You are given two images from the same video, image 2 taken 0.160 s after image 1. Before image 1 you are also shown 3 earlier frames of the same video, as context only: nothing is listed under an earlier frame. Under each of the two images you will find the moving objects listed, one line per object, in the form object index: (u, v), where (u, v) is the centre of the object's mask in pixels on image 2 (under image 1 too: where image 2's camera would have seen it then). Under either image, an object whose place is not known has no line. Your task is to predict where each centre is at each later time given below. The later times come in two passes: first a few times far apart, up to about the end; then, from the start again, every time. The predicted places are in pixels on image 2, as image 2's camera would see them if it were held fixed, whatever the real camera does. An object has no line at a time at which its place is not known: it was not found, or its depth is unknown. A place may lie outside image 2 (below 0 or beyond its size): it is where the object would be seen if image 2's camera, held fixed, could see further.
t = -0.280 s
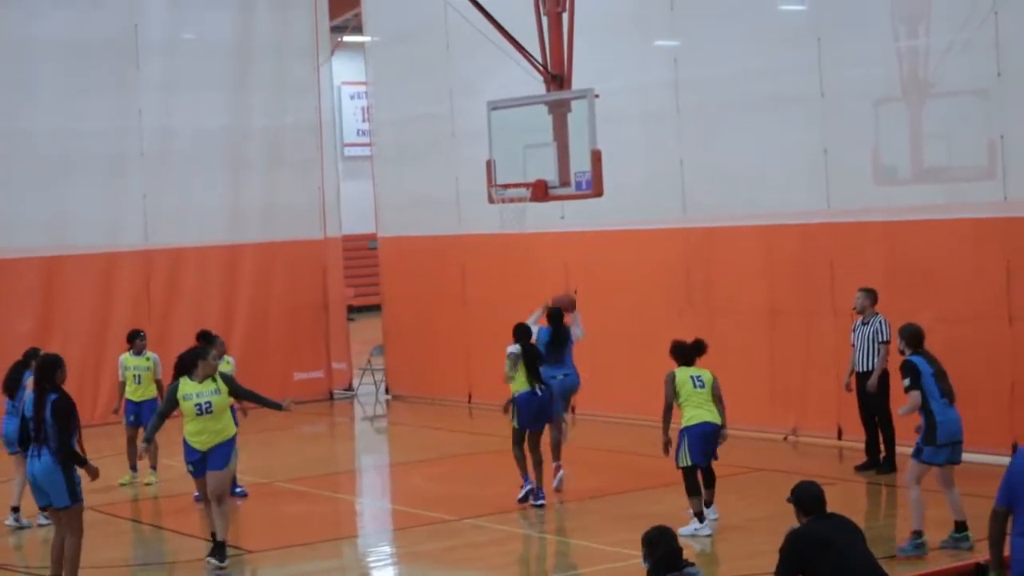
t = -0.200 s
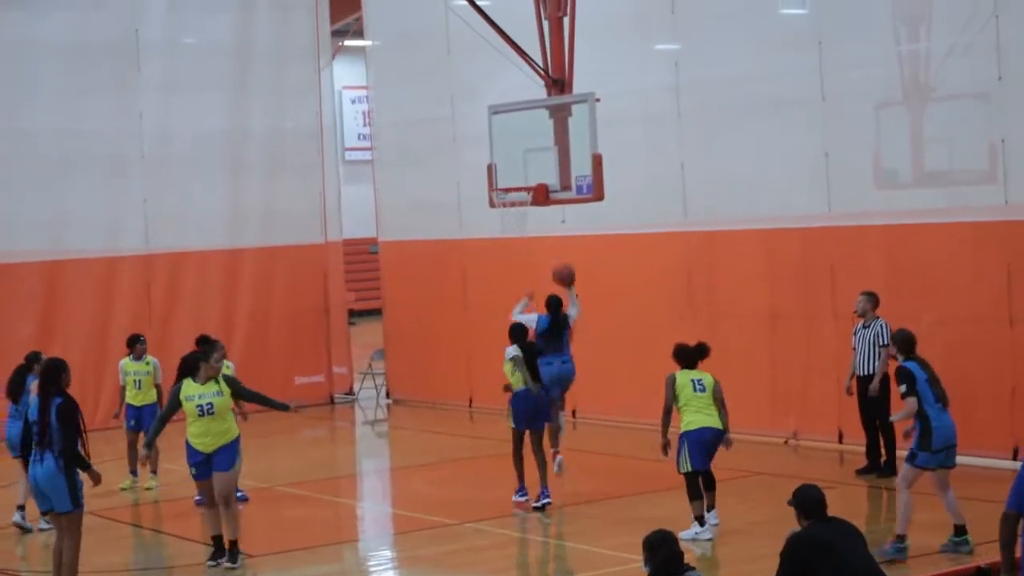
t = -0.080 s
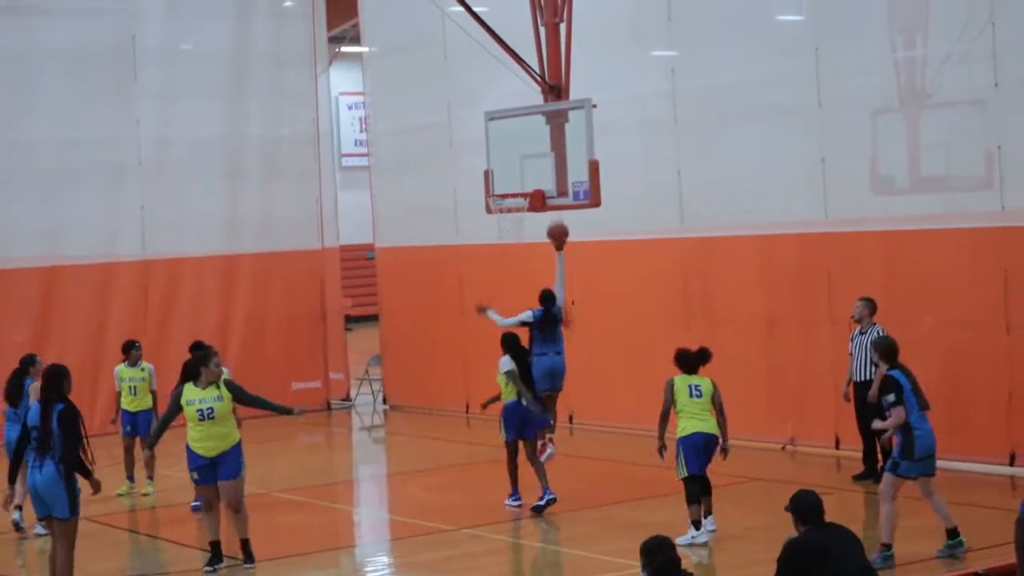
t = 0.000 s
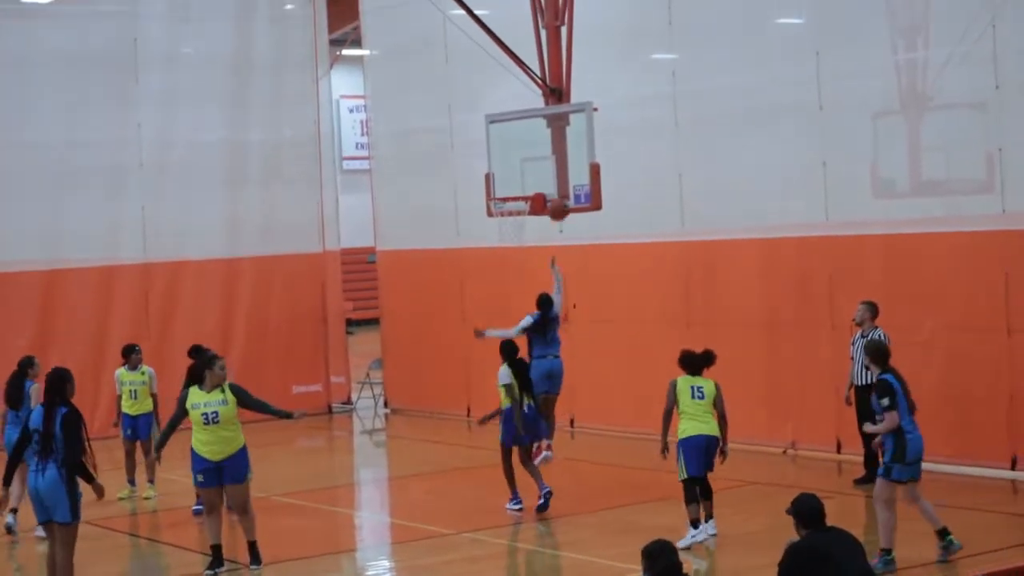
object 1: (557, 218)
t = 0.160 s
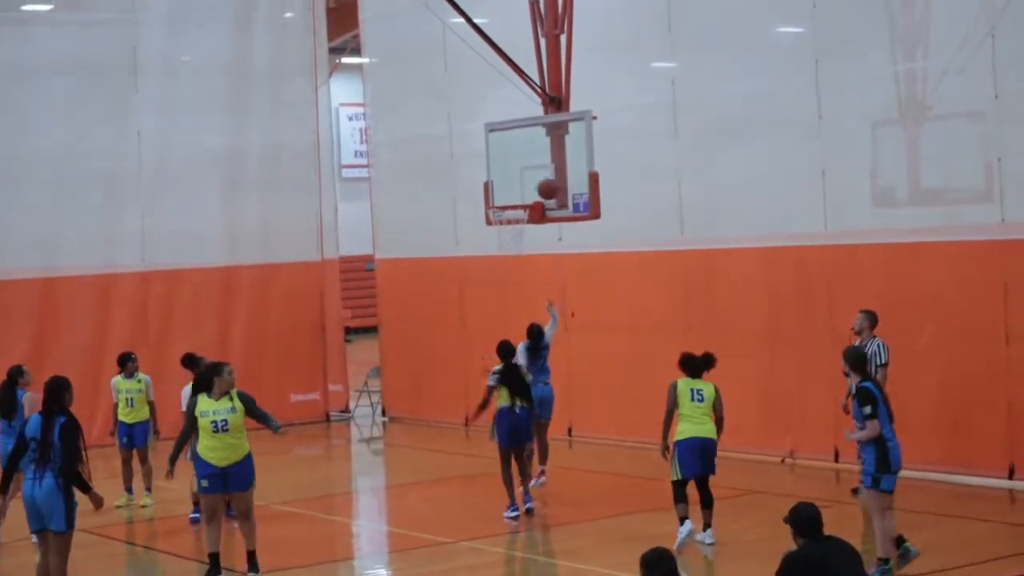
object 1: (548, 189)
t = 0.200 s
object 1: (542, 187)
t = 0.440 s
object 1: (518, 193)
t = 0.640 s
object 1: (510, 219)
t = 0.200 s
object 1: (542, 187)
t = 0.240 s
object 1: (536, 187)
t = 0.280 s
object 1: (530, 189)
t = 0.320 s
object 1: (525, 191)
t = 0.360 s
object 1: (522, 192)
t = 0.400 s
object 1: (520, 192)
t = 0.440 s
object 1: (518, 193)
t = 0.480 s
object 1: (516, 195)
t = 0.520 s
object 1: (514, 197)
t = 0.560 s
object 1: (513, 203)
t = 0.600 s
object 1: (512, 211)
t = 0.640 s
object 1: (510, 219)
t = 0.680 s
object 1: (509, 229)
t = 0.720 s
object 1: (507, 239)
